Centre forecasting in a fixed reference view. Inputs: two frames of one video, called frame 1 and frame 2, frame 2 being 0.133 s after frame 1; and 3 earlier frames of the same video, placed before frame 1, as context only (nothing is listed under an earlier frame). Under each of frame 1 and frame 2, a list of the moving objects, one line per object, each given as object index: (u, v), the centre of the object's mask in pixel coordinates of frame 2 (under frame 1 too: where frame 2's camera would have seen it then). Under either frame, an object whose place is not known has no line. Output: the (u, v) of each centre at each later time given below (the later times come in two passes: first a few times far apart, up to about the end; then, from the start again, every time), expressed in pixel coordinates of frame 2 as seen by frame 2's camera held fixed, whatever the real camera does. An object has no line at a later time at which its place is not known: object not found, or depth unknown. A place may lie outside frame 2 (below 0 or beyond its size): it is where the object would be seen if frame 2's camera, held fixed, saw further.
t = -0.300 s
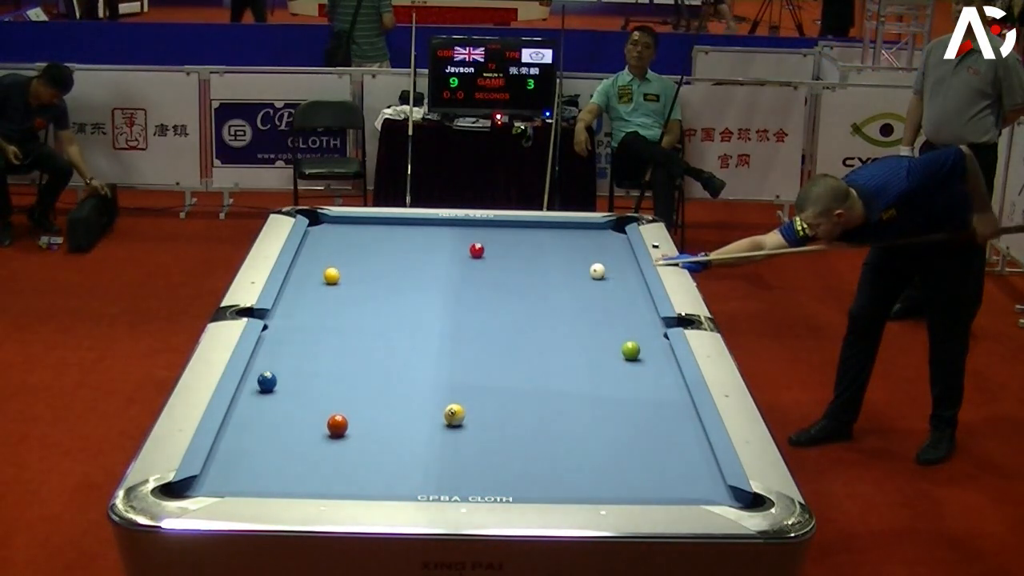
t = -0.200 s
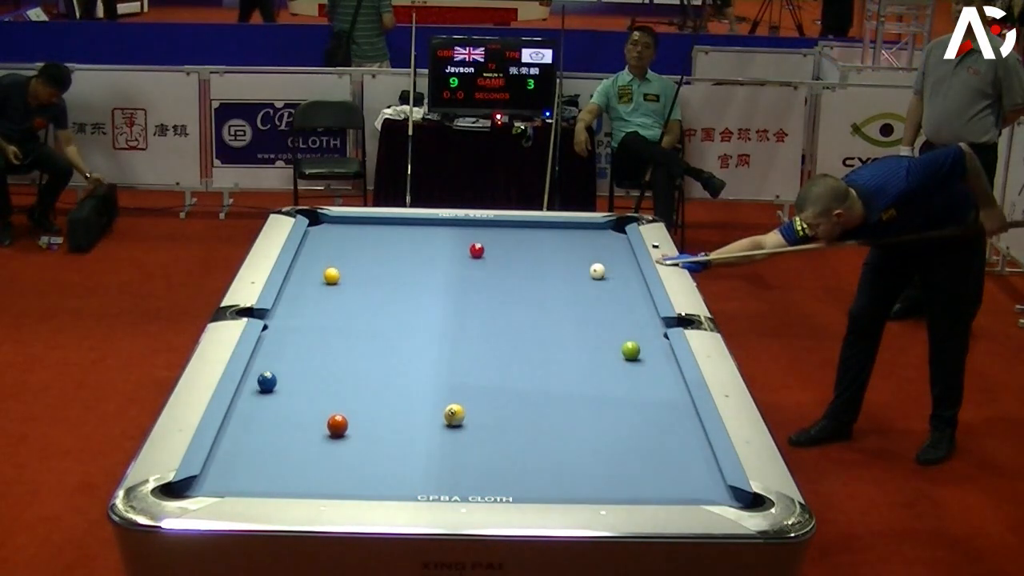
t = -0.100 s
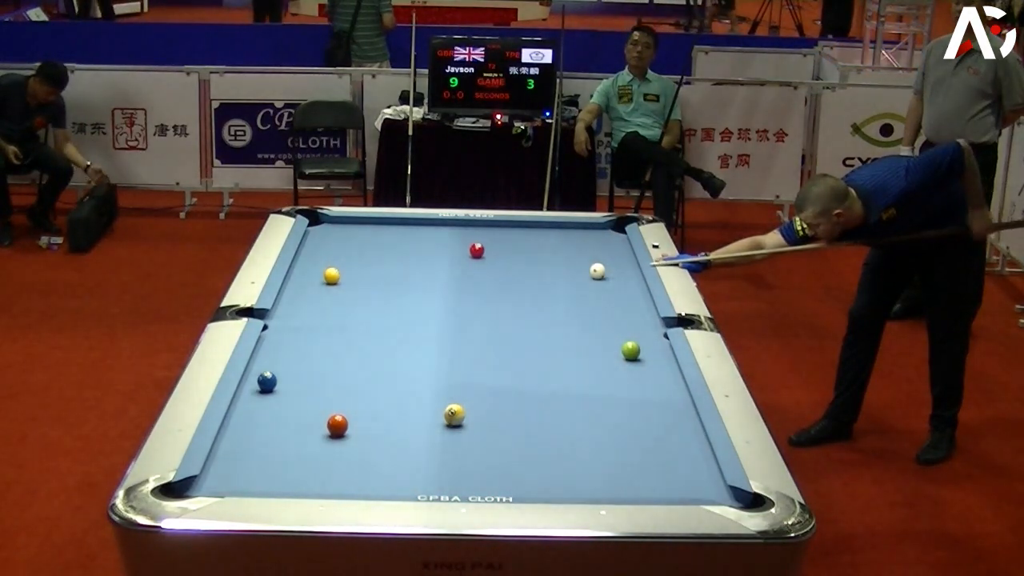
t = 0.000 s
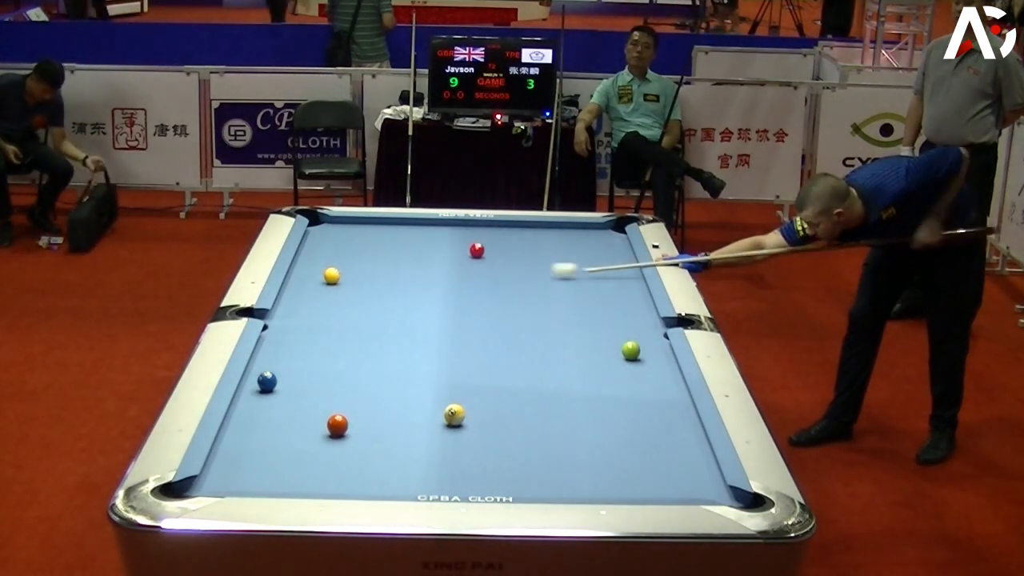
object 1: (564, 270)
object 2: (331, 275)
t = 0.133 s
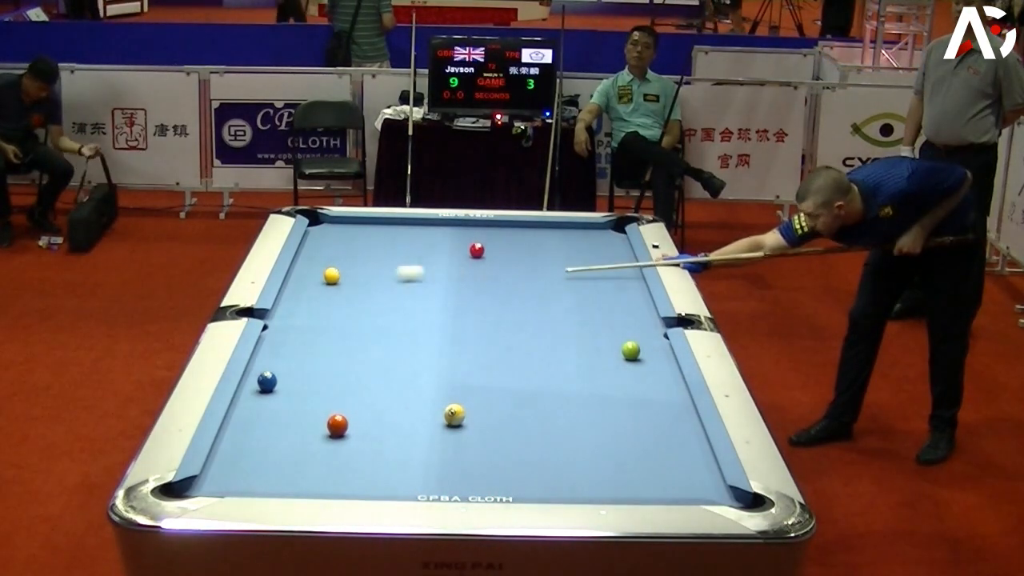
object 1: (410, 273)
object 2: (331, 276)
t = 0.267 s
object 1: (333, 267)
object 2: (306, 283)
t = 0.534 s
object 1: (325, 249)
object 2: (448, 301)
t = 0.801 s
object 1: (364, 235)
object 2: (577, 317)
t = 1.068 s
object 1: (397, 222)
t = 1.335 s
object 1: (430, 228)
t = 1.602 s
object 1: (463, 235)
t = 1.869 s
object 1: (496, 242)
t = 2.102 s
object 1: (525, 248)
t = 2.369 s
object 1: (558, 255)
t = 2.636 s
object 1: (590, 262)
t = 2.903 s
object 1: (620, 268)
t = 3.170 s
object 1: (626, 274)
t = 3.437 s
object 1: (614, 280)
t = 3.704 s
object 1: (602, 285)
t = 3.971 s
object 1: (591, 290)
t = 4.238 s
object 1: (581, 295)
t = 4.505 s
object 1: (571, 300)
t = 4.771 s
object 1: (562, 304)
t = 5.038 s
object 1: (553, 308)
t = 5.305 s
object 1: (546, 312)
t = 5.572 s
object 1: (539, 315)
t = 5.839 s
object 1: (533, 318)
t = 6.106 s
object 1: (528, 320)
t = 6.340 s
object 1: (525, 322)
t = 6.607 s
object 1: (521, 324)
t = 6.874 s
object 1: (519, 325)
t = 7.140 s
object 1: (517, 326)
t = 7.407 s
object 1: (517, 326)
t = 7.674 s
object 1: (517, 326)
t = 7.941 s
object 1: (517, 326)
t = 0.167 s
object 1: (372, 274)
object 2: (331, 276)
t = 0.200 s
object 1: (344, 273)
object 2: (321, 276)
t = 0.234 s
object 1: (339, 270)
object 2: (291, 280)
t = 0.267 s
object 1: (333, 267)
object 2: (306, 283)
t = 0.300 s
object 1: (326, 264)
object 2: (326, 285)
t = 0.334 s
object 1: (320, 262)
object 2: (345, 288)
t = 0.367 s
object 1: (312, 259)
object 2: (363, 290)
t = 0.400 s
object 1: (305, 257)
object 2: (382, 292)
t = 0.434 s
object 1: (304, 254)
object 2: (399, 295)
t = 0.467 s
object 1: (312, 252)
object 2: (417, 297)
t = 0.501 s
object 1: (319, 251)
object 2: (433, 299)
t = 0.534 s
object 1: (325, 249)
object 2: (448, 301)
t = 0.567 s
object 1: (332, 247)
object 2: (464, 303)
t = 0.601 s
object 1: (337, 245)
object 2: (480, 305)
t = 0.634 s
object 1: (342, 243)
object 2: (496, 307)
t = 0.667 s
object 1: (347, 242)
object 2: (512, 309)
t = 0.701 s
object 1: (351, 240)
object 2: (528, 311)
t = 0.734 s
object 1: (355, 238)
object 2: (544, 313)
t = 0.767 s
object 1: (360, 237)
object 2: (560, 315)
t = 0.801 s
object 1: (364, 235)
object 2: (577, 317)
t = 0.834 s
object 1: (368, 233)
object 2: (593, 319)
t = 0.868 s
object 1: (372, 231)
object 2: (610, 321)
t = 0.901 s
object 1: (377, 230)
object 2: (626, 322)
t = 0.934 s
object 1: (381, 228)
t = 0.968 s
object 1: (385, 226)
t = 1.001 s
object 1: (389, 225)
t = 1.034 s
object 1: (393, 224)
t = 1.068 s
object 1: (397, 222)
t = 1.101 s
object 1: (401, 222)
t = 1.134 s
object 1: (405, 223)
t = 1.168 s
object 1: (409, 224)
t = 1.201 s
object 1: (414, 225)
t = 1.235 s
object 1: (417, 226)
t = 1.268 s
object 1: (422, 227)
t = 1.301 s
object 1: (426, 228)
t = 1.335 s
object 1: (430, 228)
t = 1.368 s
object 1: (434, 229)
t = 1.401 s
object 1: (438, 230)
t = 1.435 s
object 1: (442, 231)
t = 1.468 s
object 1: (447, 232)
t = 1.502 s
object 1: (451, 233)
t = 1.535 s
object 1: (455, 234)
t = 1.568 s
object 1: (459, 235)
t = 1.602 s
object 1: (463, 235)
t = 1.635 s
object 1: (467, 236)
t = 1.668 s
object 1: (471, 237)
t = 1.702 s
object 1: (476, 237)
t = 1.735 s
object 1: (480, 238)
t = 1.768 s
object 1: (484, 239)
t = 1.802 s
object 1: (488, 240)
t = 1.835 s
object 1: (492, 241)
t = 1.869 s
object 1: (496, 242)
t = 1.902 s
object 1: (500, 243)
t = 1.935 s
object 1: (504, 244)
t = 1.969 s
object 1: (509, 245)
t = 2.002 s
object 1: (513, 246)
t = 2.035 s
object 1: (517, 247)
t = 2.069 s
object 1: (521, 247)
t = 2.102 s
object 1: (525, 248)
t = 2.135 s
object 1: (529, 249)
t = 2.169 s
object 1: (533, 250)
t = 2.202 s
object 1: (537, 251)
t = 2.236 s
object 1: (542, 252)
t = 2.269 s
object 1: (546, 253)
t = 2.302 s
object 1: (549, 253)
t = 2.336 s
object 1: (554, 254)
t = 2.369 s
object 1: (558, 255)
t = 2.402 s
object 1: (562, 256)
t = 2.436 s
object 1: (566, 257)
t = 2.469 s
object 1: (570, 258)
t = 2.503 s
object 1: (574, 258)
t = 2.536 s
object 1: (578, 259)
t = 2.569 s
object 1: (582, 260)
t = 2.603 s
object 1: (585, 261)
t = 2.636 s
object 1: (590, 262)
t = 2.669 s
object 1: (593, 262)
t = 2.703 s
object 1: (597, 263)
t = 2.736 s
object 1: (601, 264)
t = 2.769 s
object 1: (605, 265)
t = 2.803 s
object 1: (609, 266)
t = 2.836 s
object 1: (613, 266)
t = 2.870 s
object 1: (617, 267)
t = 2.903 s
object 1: (620, 268)
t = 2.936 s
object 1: (624, 269)
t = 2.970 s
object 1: (628, 270)
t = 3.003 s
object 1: (632, 270)
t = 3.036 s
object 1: (633, 271)
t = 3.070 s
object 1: (631, 272)
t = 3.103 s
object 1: (629, 273)
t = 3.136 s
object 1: (628, 273)
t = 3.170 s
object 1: (626, 274)
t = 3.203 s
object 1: (624, 275)
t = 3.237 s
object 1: (623, 276)
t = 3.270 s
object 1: (621, 276)
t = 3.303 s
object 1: (620, 277)
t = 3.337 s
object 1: (619, 278)
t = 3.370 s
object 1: (617, 278)
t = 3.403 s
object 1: (616, 279)
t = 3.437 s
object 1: (614, 280)
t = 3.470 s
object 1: (612, 280)
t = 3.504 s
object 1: (611, 281)
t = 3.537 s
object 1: (609, 282)
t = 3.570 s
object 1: (608, 283)
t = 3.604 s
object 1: (606, 283)
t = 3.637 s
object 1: (605, 284)
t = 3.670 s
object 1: (604, 285)
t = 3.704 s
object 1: (602, 285)
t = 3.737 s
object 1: (601, 286)
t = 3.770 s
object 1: (599, 287)
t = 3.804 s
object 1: (598, 287)
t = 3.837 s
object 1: (596, 288)
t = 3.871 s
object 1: (595, 288)
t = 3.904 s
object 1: (594, 289)
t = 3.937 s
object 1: (593, 290)
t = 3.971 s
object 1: (591, 290)
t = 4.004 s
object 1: (590, 291)
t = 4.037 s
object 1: (588, 292)
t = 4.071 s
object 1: (587, 292)
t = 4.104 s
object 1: (586, 293)
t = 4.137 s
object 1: (584, 293)
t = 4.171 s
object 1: (583, 294)
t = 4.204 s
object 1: (582, 295)
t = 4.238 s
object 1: (581, 295)
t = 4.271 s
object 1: (580, 296)
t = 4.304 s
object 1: (578, 297)
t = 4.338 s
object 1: (577, 297)
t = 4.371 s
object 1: (576, 298)
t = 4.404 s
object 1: (574, 298)
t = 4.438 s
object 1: (573, 299)
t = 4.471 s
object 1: (572, 300)
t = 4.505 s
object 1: (571, 300)
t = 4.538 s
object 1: (569, 301)
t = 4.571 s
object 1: (568, 301)
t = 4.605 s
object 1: (567, 302)
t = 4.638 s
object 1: (566, 303)
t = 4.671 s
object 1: (565, 303)
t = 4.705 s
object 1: (563, 303)
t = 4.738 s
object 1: (563, 304)
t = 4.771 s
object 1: (562, 304)
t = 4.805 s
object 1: (561, 305)
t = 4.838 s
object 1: (560, 306)
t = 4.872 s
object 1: (558, 306)
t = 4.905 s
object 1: (557, 306)
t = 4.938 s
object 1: (556, 307)
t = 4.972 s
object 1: (555, 307)
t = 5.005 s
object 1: (554, 308)
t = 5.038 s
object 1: (553, 308)
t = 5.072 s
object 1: (552, 309)
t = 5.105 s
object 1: (552, 309)
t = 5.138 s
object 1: (551, 310)
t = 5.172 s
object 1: (550, 310)
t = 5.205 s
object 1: (549, 311)
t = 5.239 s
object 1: (548, 311)
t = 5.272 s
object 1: (547, 312)
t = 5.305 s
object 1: (546, 312)
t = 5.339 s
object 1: (545, 312)
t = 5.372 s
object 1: (544, 313)
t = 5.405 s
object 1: (543, 313)
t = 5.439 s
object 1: (542, 314)
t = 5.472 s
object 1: (541, 314)
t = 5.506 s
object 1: (541, 315)
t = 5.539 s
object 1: (540, 315)
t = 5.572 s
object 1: (539, 315)
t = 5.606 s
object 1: (538, 316)
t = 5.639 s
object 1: (538, 316)
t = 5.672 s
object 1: (537, 316)
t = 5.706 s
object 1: (536, 317)
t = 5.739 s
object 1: (535, 317)
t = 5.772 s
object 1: (535, 317)
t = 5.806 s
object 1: (534, 318)
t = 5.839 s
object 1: (533, 318)
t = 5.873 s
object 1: (533, 319)
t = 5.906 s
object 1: (532, 319)
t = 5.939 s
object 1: (532, 319)
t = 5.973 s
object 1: (531, 320)
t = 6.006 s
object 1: (530, 320)
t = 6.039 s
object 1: (530, 320)
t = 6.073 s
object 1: (529, 320)
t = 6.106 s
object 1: (528, 320)
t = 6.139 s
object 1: (528, 321)
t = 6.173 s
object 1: (527, 321)
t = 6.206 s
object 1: (527, 321)
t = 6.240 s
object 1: (526, 321)
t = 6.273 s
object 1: (526, 322)
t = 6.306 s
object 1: (525, 322)
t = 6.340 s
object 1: (525, 322)
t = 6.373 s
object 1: (524, 323)
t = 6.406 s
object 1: (524, 323)
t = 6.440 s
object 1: (523, 323)
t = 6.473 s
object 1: (523, 323)
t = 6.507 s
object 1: (522, 324)
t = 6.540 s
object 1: (522, 324)
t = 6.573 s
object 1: (522, 324)
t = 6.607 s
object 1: (521, 324)
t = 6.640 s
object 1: (521, 324)
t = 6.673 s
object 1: (521, 324)
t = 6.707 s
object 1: (520, 324)
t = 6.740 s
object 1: (520, 324)
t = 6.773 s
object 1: (520, 324)
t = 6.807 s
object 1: (520, 325)
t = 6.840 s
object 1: (519, 325)
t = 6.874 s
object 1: (519, 325)
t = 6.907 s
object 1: (519, 325)
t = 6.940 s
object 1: (518, 325)
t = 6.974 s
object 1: (518, 325)
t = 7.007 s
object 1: (518, 325)
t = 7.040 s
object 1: (518, 325)
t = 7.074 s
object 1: (518, 325)
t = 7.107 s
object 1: (518, 326)
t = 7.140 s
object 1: (517, 326)
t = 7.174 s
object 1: (517, 326)
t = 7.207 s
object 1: (517, 326)
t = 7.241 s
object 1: (517, 326)
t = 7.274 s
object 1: (517, 326)
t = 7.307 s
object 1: (517, 326)
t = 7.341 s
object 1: (517, 326)
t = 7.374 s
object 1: (517, 326)
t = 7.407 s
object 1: (517, 326)
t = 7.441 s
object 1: (517, 326)
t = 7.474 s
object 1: (517, 326)
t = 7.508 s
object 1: (517, 326)
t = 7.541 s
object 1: (517, 326)
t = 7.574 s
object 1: (517, 326)
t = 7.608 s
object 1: (517, 326)
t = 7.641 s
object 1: (517, 326)
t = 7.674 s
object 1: (517, 326)
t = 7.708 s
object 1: (517, 326)
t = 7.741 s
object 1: (517, 326)
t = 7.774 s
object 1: (517, 326)
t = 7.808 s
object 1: (517, 326)
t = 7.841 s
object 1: (517, 326)
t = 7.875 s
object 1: (517, 326)
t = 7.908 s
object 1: (517, 326)
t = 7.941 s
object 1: (517, 326)
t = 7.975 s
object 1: (517, 326)
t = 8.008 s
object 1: (517, 326)
